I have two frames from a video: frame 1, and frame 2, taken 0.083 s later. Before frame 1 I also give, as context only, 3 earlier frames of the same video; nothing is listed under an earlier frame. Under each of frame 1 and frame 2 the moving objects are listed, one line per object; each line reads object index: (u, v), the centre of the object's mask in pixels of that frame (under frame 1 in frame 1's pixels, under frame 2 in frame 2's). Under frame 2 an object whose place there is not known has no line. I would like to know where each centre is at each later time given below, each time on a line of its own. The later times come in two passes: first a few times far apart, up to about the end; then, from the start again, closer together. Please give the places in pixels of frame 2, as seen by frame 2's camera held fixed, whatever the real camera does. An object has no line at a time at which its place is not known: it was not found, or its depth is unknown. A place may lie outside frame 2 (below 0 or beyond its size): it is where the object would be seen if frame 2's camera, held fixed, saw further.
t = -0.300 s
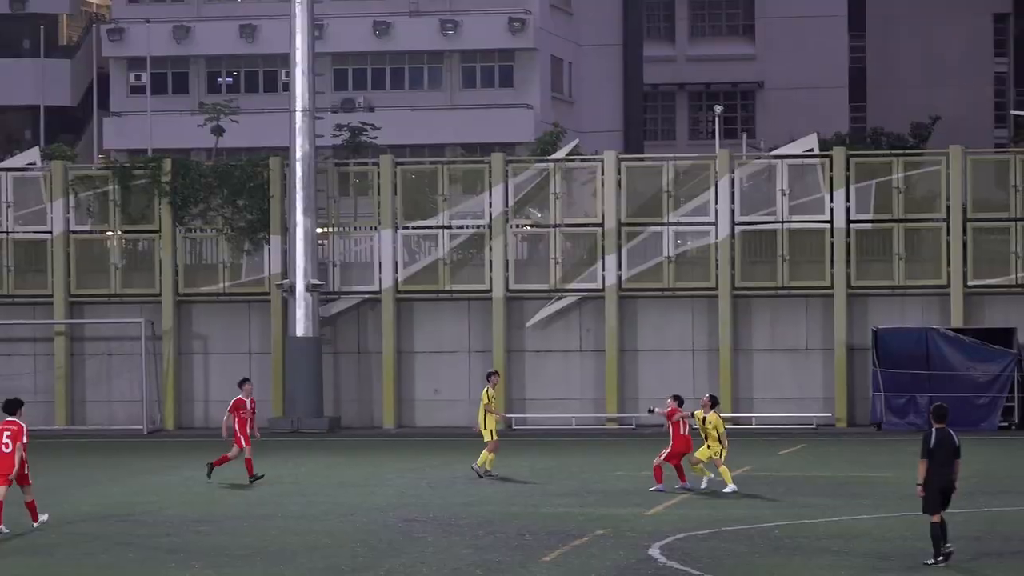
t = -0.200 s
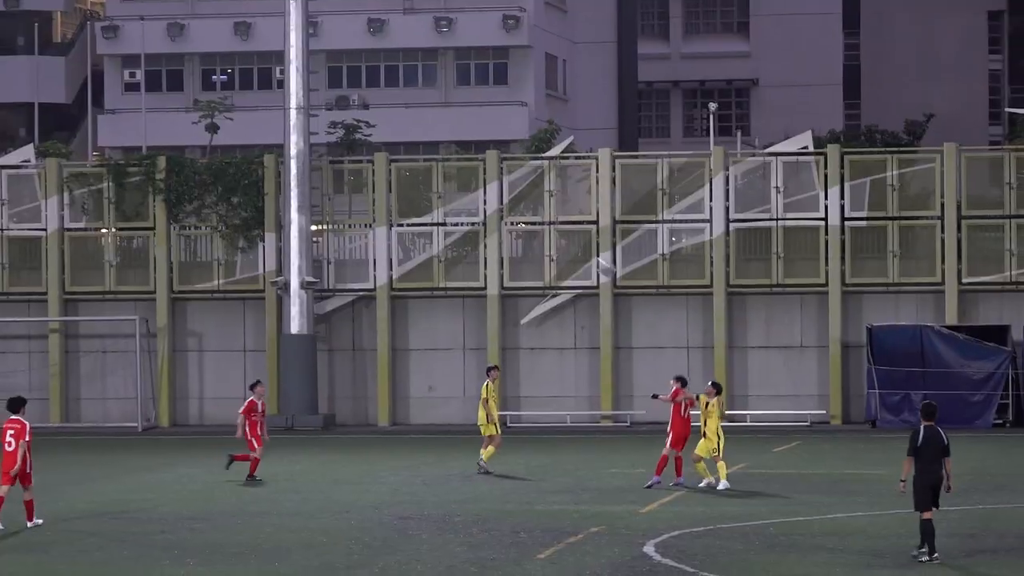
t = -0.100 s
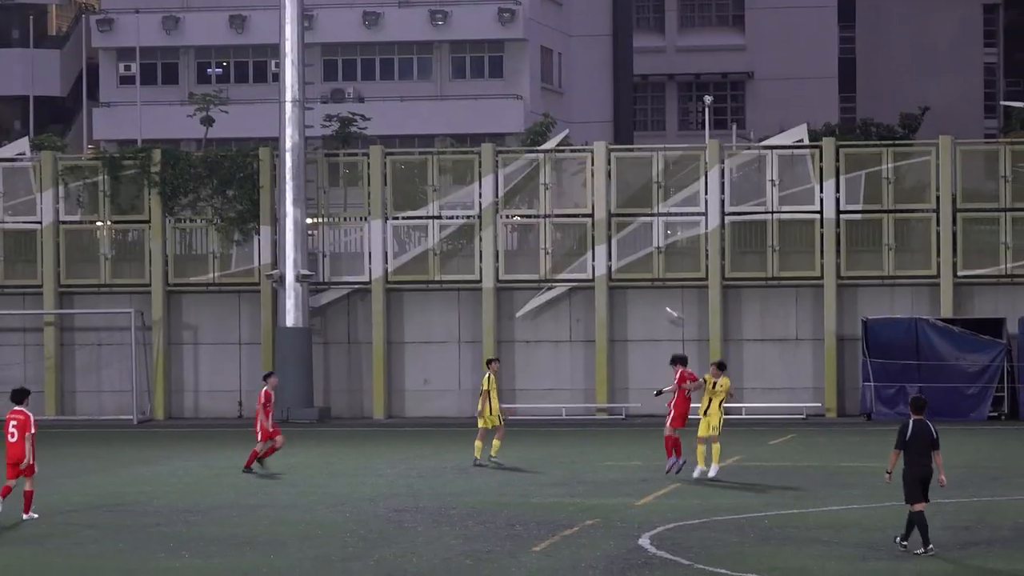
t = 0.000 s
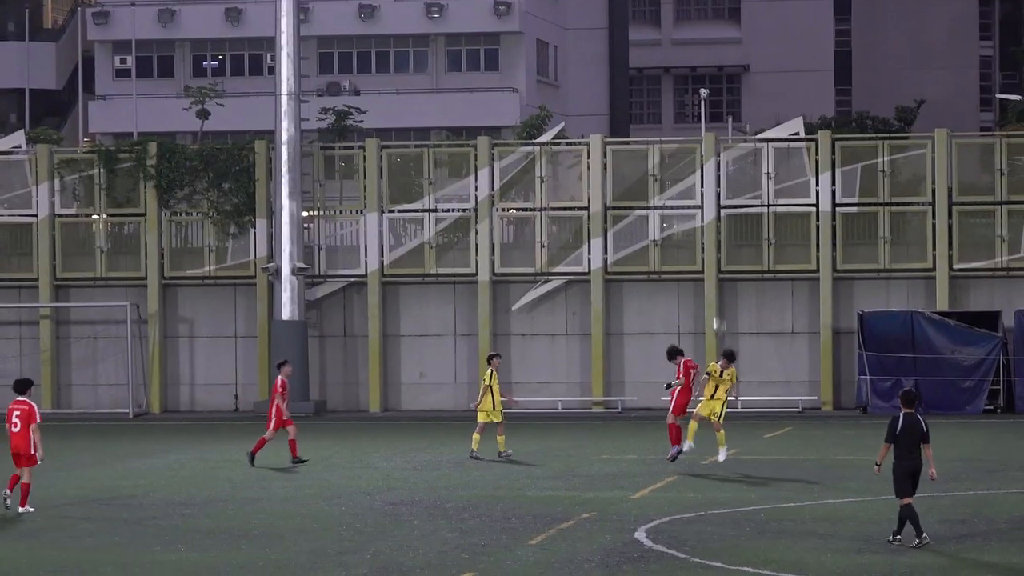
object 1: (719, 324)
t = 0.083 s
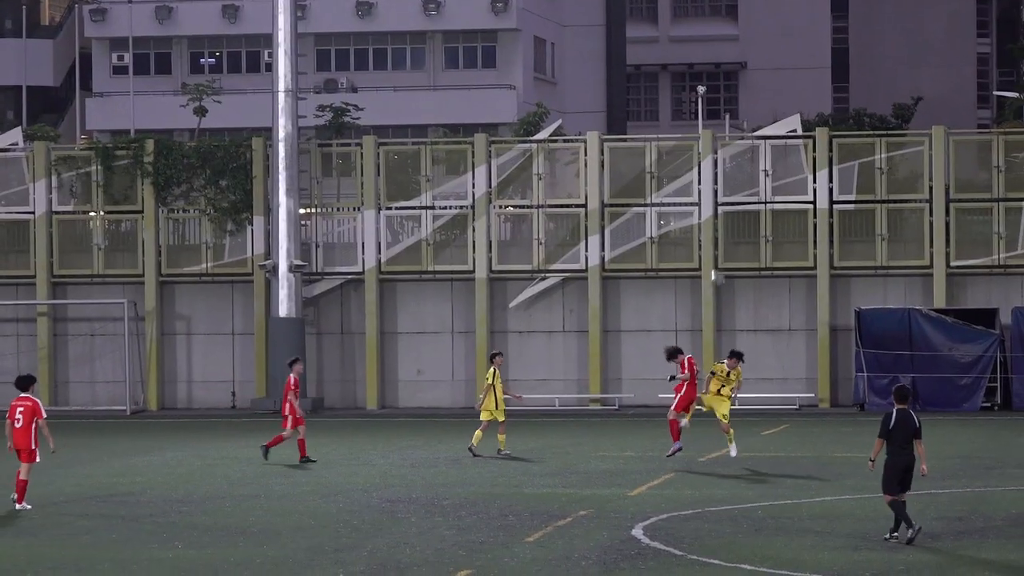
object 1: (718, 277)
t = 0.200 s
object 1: (719, 221)
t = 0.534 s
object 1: (724, 107)
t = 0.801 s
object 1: (729, 69)
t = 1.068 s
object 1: (735, 75)
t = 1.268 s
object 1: (739, 112)
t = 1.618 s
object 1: (751, 243)
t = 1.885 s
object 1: (760, 399)
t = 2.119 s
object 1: (766, 411)
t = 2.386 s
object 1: (772, 321)
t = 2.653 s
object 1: (779, 281)
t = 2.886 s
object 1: (785, 286)
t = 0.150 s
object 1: (718, 245)
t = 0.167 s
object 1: (719, 236)
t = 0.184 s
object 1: (718, 228)
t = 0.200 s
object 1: (719, 221)
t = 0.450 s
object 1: (722, 130)
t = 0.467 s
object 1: (719, 124)
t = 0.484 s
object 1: (723, 118)
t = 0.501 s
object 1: (723, 115)
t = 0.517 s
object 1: (723, 111)
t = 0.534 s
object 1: (724, 107)
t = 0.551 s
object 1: (724, 104)
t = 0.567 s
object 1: (725, 100)
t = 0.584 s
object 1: (725, 96)
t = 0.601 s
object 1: (725, 93)
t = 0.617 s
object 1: (725, 89)
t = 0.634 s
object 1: (726, 87)
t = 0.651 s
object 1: (726, 84)
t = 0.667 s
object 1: (726, 82)
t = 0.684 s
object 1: (726, 79)
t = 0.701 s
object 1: (727, 77)
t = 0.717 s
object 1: (727, 76)
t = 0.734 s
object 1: (727, 73)
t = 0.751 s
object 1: (728, 72)
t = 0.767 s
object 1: (728, 71)
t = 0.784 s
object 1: (729, 70)
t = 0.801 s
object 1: (729, 69)
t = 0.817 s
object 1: (729, 68)
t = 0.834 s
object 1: (730, 67)
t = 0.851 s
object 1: (730, 66)
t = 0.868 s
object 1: (731, 66)
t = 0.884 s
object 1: (730, 66)
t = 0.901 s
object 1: (731, 66)
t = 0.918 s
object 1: (731, 66)
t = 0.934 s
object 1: (731, 66)
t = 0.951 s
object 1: (732, 67)
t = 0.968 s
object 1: (732, 68)
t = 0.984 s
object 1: (733, 68)
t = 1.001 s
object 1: (734, 69)
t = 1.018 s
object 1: (734, 71)
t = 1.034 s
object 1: (734, 72)
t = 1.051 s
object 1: (734, 74)
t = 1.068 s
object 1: (735, 75)
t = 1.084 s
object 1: (734, 77)
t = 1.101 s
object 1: (735, 79)
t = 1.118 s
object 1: (736, 83)
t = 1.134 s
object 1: (736, 85)
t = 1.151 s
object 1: (737, 87)
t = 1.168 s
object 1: (737, 91)
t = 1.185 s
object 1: (738, 94)
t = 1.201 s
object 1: (738, 97)
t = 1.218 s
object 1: (739, 101)
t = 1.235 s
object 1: (739, 105)
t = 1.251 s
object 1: (739, 108)
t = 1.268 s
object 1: (739, 112)
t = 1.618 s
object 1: (751, 243)
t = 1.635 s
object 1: (752, 252)
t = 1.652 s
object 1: (752, 260)
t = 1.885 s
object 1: (760, 399)
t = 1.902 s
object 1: (761, 412)
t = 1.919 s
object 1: (761, 422)
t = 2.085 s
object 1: (766, 425)
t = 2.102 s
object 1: (766, 418)
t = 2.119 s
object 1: (766, 411)
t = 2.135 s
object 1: (766, 405)
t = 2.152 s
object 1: (767, 396)
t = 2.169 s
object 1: (767, 390)
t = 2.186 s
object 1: (768, 384)
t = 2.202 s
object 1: (768, 377)
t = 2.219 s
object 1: (769, 371)
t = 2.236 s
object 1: (769, 365)
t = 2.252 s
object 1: (769, 359)
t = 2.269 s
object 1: (770, 353)
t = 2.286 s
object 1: (770, 348)
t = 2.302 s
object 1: (771, 343)
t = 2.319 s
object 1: (771, 339)
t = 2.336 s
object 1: (771, 334)
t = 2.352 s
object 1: (772, 329)
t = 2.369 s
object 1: (772, 325)
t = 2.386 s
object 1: (772, 321)
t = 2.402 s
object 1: (773, 317)
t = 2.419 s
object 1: (773, 313)
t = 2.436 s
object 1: (774, 310)
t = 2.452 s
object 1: (774, 306)
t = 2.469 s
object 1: (774, 303)
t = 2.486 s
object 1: (774, 300)
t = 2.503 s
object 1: (775, 298)
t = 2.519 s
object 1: (775, 295)
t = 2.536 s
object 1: (776, 293)
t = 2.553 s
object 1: (776, 290)
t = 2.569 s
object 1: (776, 288)
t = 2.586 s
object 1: (777, 286)
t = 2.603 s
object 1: (778, 284)
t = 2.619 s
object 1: (778, 283)
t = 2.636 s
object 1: (778, 282)
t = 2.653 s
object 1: (779, 281)
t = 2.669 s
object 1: (779, 280)
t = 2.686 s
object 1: (780, 279)
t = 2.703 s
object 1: (780, 279)
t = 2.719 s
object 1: (781, 278)
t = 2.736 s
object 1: (781, 278)
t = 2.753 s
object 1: (781, 278)
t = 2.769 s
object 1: (782, 278)
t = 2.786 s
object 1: (782, 279)
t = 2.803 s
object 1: (783, 279)
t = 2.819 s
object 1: (783, 280)
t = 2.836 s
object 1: (783, 281)
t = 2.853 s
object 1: (783, 282)
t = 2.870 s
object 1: (784, 284)
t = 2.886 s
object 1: (785, 286)
